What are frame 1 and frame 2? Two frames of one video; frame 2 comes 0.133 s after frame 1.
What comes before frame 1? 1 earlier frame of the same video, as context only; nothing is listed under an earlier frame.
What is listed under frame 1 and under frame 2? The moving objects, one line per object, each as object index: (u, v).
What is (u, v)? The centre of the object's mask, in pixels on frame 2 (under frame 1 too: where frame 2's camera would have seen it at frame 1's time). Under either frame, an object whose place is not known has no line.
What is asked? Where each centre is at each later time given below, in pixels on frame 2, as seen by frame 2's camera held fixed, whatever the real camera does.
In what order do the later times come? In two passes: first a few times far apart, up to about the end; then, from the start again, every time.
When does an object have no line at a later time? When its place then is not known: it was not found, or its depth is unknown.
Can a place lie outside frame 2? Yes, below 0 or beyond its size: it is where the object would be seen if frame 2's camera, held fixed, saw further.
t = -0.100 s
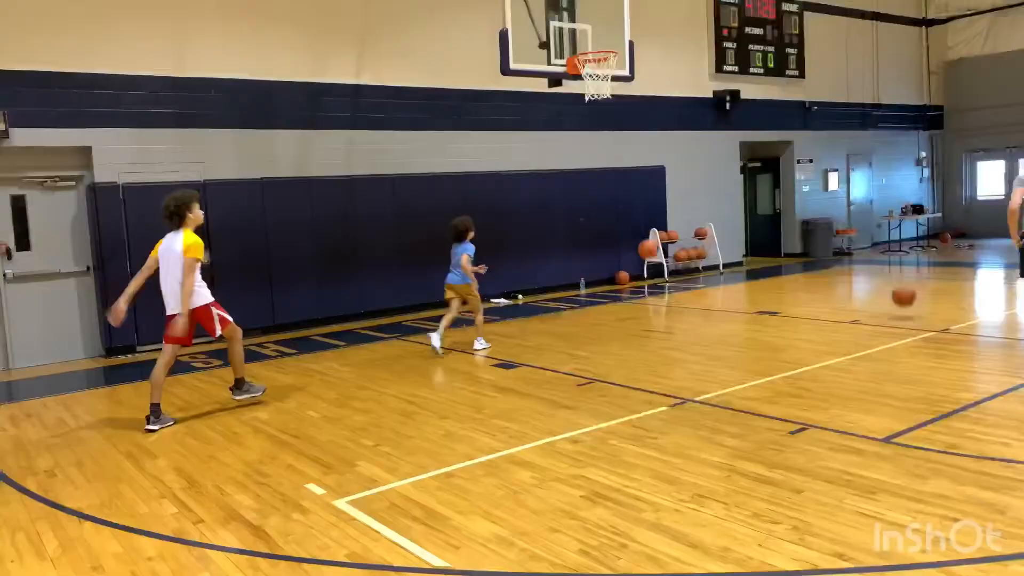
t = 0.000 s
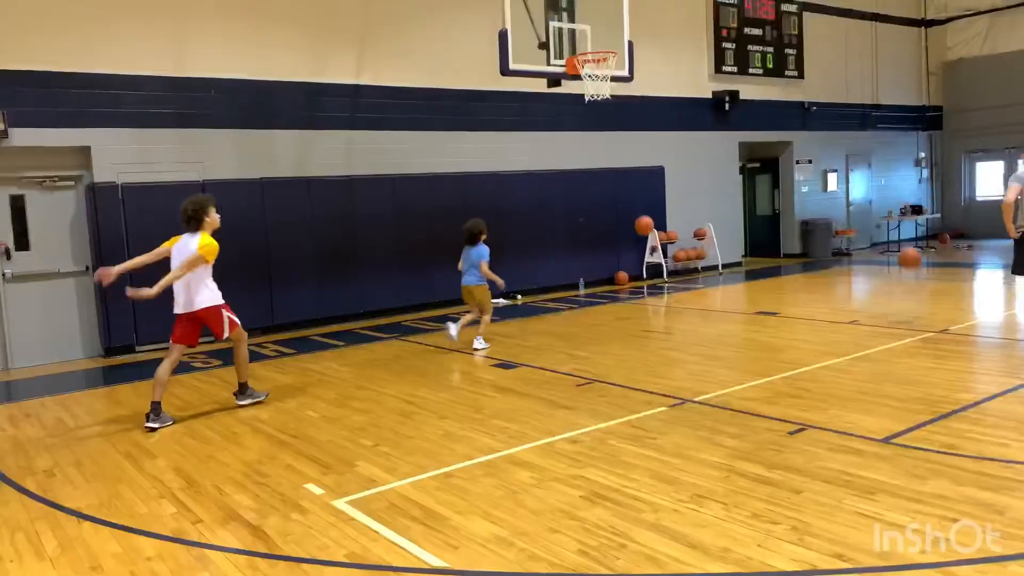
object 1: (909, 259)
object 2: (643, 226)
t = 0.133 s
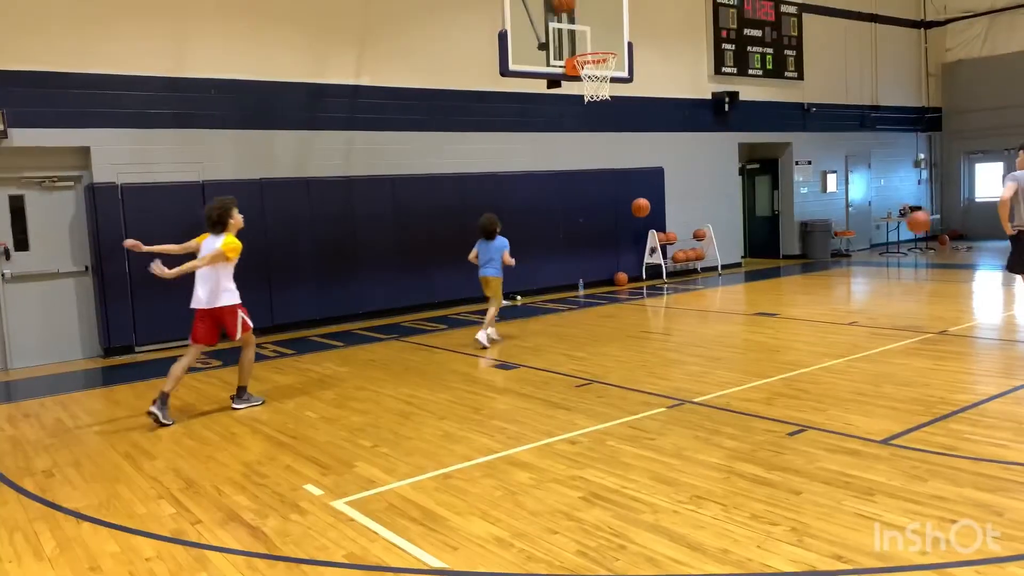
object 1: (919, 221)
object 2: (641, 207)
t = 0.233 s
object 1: (926, 205)
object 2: (639, 203)
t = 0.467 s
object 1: (943, 198)
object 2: (635, 222)
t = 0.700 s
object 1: (960, 240)
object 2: (634, 278)
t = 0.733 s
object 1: (962, 250)
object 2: (634, 290)
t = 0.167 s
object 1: (921, 215)
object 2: (640, 205)
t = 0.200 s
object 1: (924, 209)
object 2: (639, 203)
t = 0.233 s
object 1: (926, 205)
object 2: (639, 203)
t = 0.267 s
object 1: (928, 201)
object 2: (638, 203)
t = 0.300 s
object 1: (931, 197)
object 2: (638, 204)
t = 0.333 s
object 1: (933, 196)
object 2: (637, 206)
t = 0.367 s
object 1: (936, 195)
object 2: (637, 208)
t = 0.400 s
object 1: (938, 195)
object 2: (636, 212)
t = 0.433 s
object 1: (940, 196)
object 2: (636, 216)
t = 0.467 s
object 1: (943, 198)
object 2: (635, 222)
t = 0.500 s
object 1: (945, 201)
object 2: (635, 227)
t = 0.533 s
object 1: (948, 205)
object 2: (635, 234)
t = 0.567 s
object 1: (951, 210)
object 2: (635, 242)
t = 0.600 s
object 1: (953, 216)
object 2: (634, 250)
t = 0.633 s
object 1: (955, 223)
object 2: (634, 259)
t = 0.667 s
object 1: (957, 232)
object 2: (634, 269)
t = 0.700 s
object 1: (960, 240)
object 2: (634, 278)
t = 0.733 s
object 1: (962, 250)
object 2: (634, 290)
